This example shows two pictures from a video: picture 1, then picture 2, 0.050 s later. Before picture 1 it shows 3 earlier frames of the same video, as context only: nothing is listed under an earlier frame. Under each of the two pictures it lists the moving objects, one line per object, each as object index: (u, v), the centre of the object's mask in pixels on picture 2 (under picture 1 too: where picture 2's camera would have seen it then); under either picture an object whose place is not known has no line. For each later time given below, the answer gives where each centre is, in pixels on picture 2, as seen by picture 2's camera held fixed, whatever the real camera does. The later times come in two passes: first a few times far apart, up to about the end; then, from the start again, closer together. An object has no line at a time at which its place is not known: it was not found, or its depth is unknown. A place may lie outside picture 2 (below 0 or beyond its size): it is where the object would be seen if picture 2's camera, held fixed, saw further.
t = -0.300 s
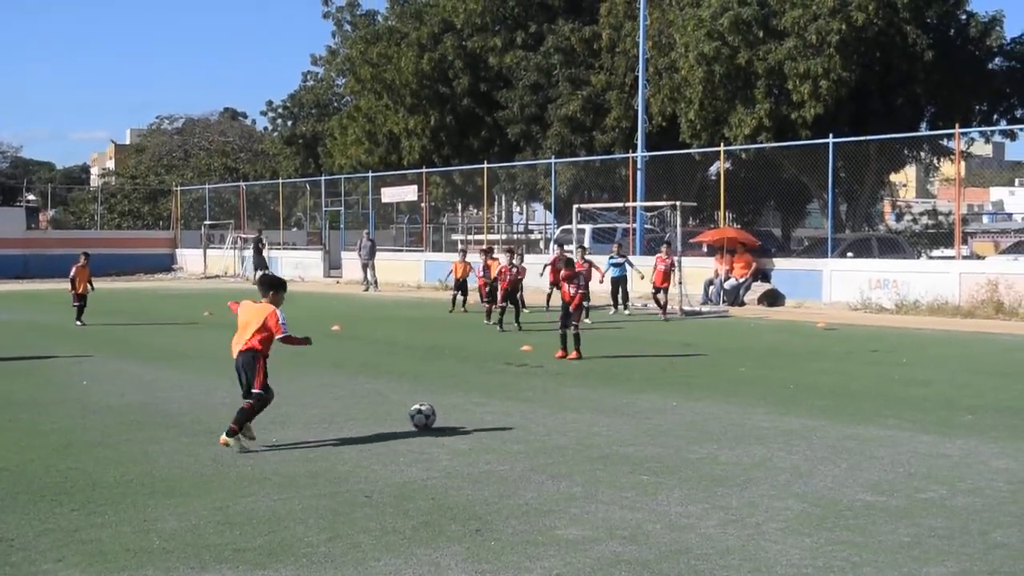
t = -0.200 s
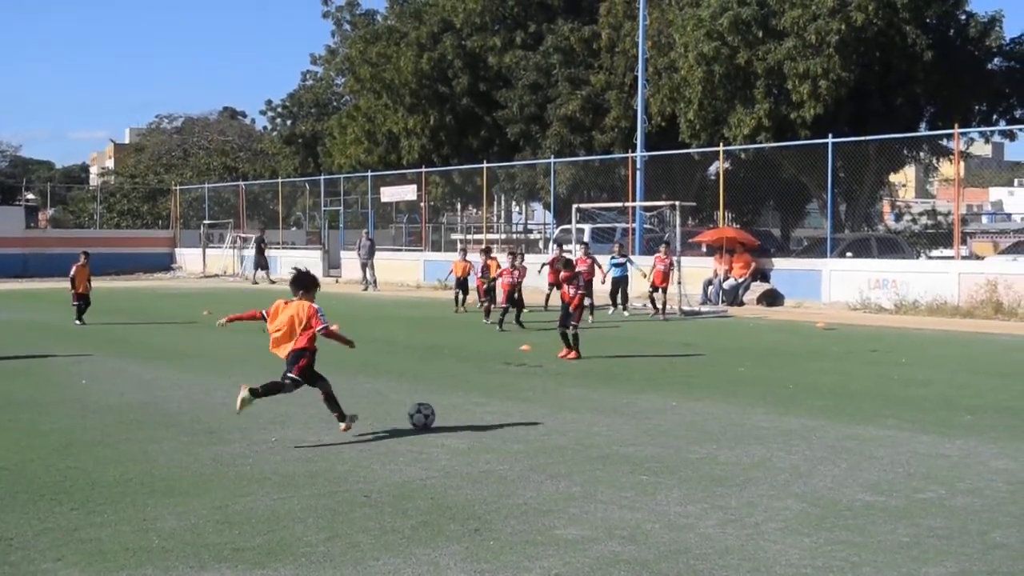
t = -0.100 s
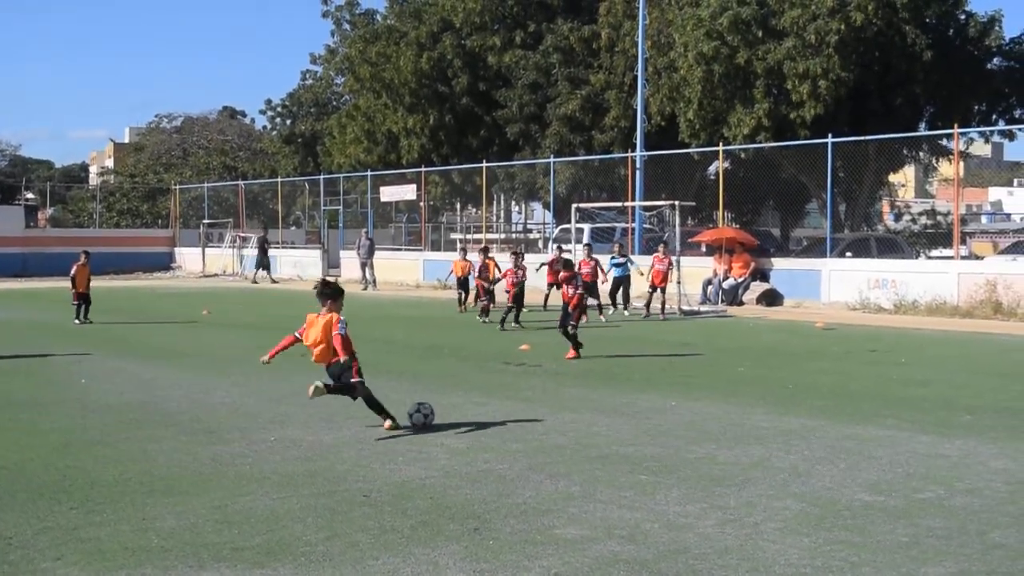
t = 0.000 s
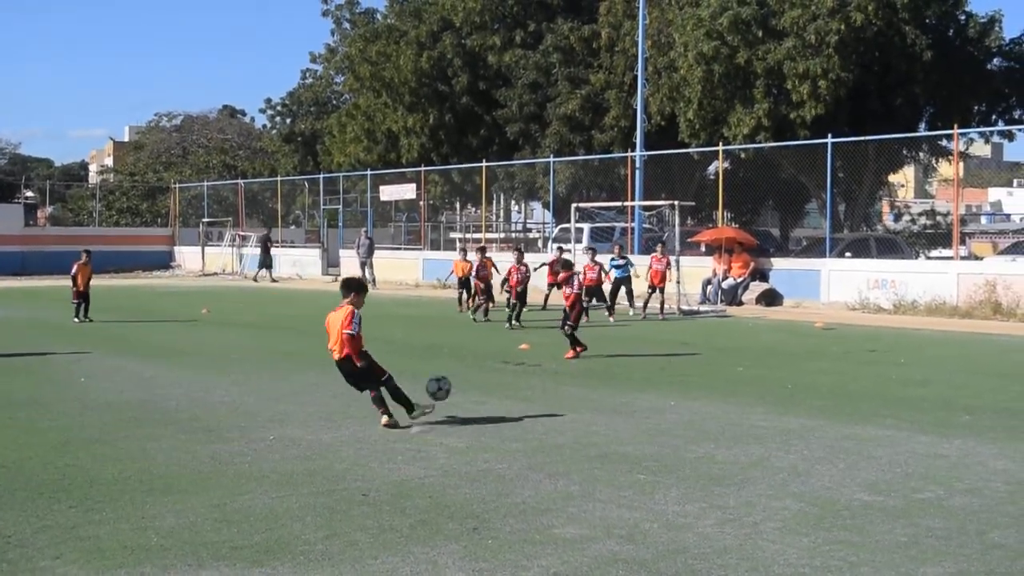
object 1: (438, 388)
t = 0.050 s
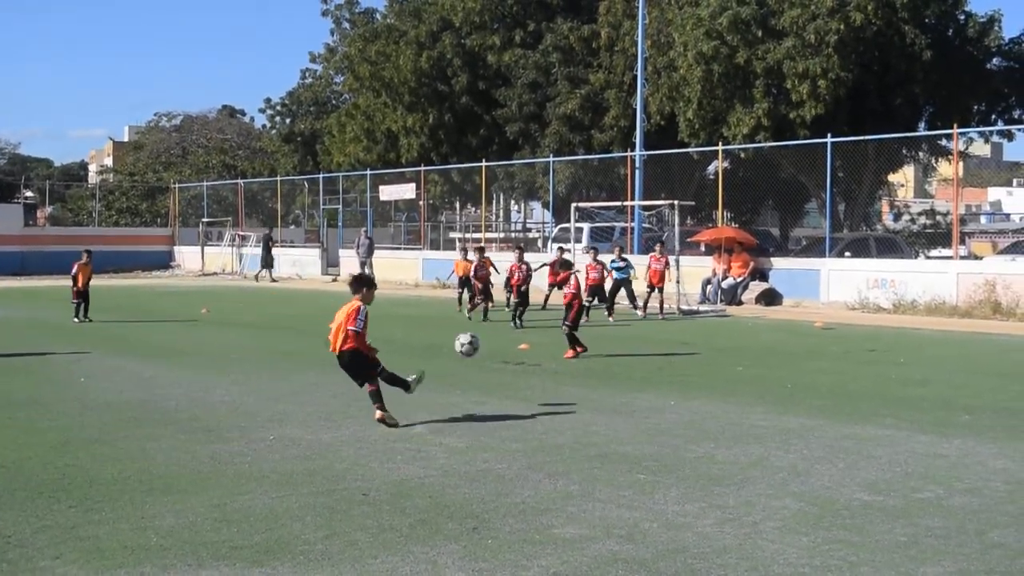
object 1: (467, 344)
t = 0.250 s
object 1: (545, 236)
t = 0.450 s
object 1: (590, 189)
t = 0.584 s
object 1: (609, 179)
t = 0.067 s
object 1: (475, 332)
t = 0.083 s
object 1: (483, 320)
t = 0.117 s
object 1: (499, 299)
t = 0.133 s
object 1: (506, 289)
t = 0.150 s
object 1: (512, 280)
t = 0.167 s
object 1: (518, 271)
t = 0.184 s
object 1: (525, 263)
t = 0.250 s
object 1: (545, 236)
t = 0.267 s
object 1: (550, 229)
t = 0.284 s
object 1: (555, 224)
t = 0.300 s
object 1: (559, 220)
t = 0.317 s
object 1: (563, 215)
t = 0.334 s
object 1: (566, 211)
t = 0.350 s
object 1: (571, 207)
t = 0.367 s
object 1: (575, 203)
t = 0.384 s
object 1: (578, 199)
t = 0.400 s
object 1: (580, 197)
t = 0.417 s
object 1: (584, 194)
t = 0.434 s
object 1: (586, 191)
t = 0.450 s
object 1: (590, 189)
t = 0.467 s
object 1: (592, 187)
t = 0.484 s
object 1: (595, 185)
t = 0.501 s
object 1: (598, 184)
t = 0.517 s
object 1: (600, 182)
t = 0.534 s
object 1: (603, 181)
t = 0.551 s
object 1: (605, 180)
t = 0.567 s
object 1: (607, 179)
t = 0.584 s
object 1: (609, 179)
